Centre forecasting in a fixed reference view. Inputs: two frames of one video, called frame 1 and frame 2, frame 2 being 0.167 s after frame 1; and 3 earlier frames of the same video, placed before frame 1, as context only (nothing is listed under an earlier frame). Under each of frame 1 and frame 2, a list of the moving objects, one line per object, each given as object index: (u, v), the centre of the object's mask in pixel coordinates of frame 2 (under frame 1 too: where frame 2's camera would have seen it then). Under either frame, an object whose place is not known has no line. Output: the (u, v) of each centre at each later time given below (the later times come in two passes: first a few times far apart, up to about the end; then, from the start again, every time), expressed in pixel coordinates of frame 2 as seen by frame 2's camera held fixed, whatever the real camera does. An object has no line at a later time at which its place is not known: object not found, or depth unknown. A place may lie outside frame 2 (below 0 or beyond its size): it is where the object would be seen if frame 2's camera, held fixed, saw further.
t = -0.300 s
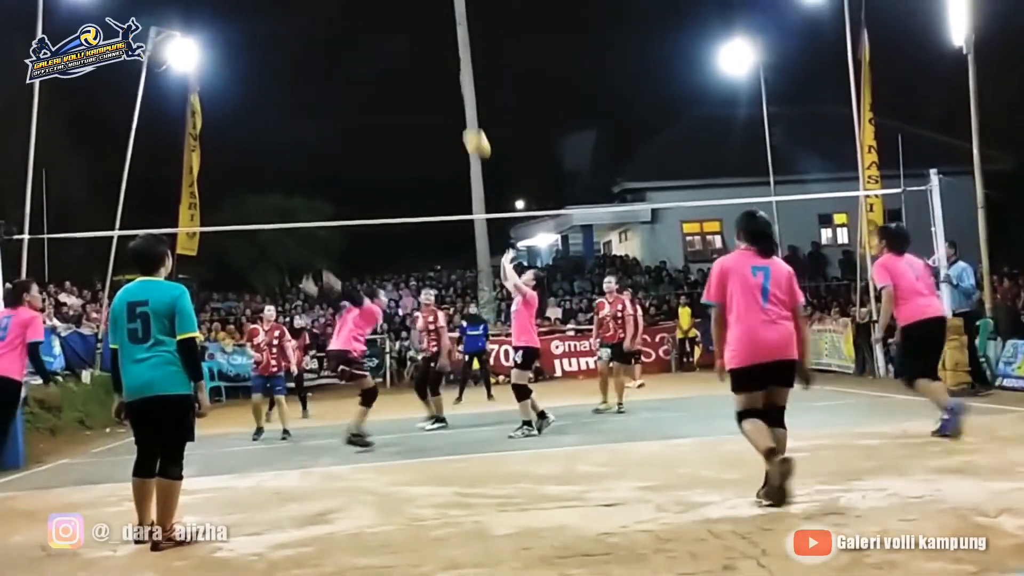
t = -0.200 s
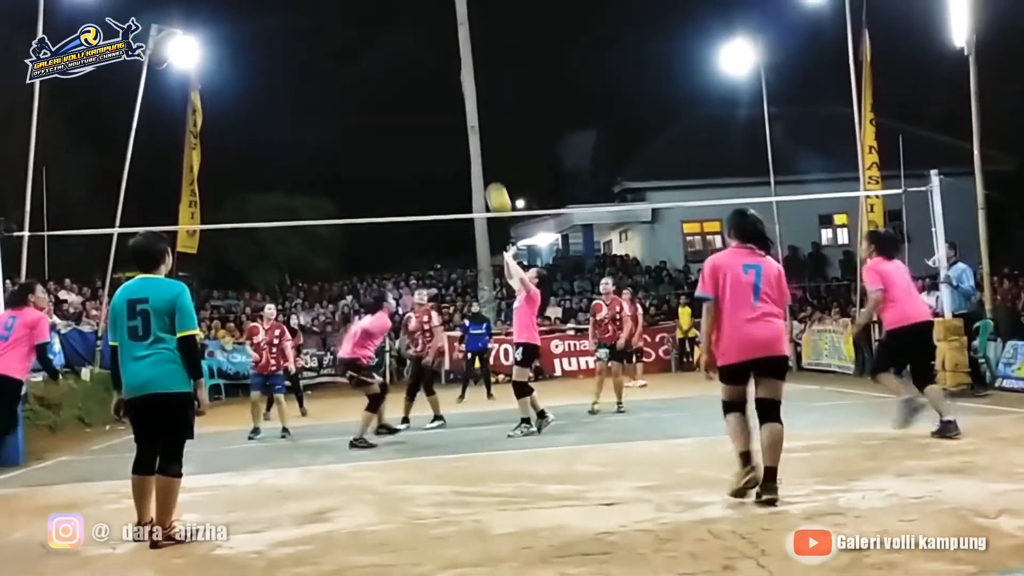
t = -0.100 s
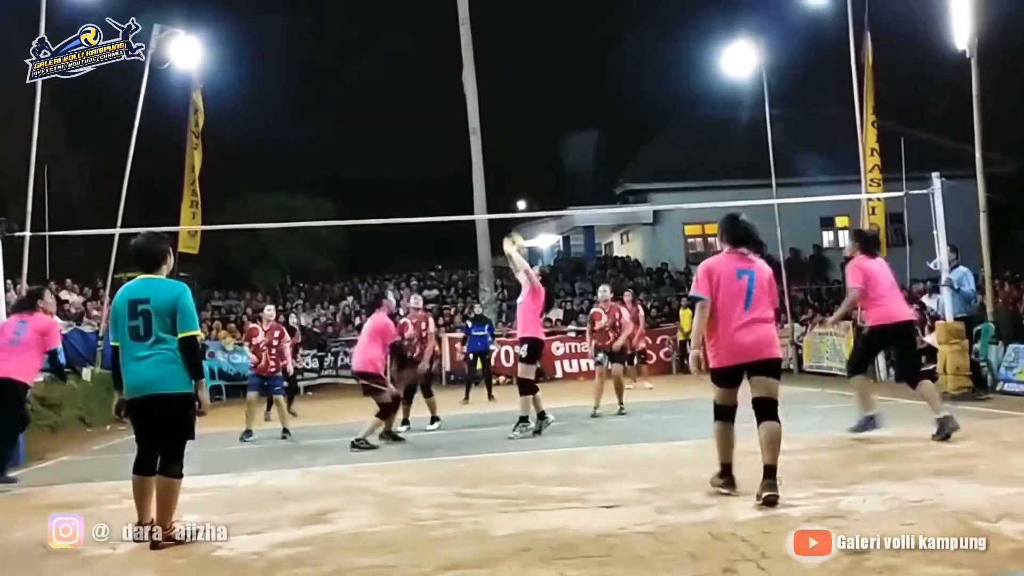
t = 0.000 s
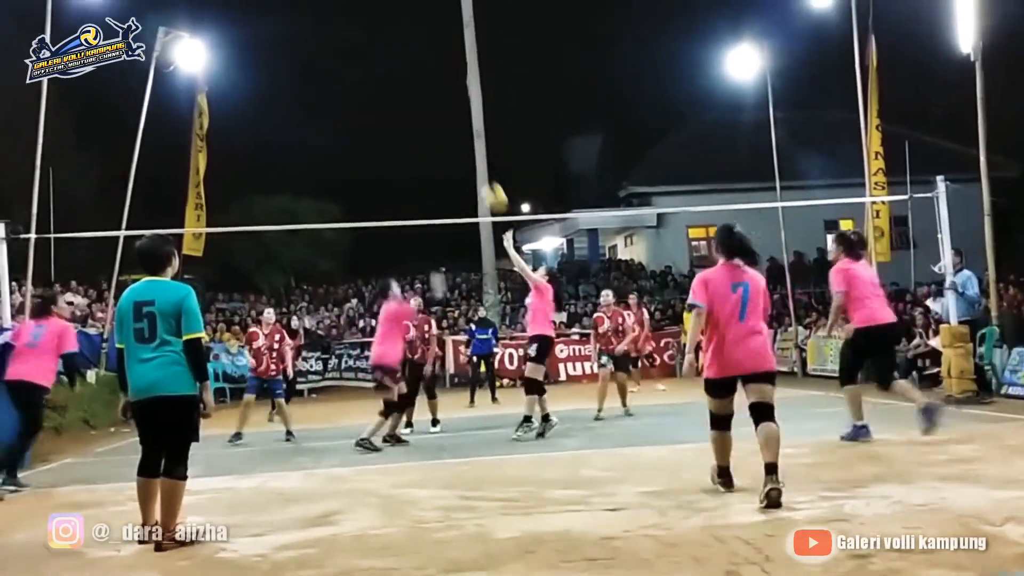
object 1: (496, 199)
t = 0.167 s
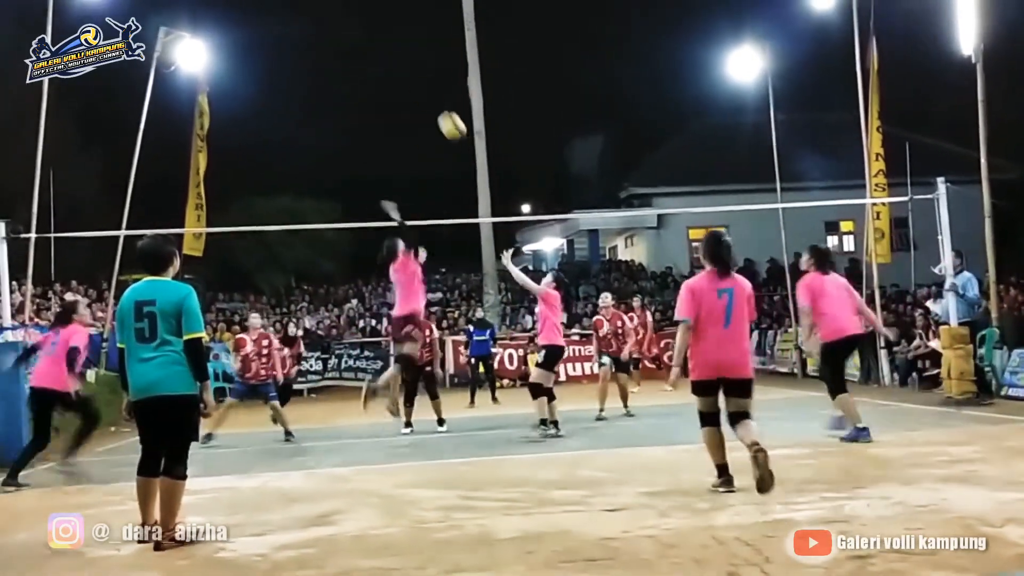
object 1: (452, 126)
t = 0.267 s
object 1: (427, 95)
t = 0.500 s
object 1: (372, 63)
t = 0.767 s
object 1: (315, 89)
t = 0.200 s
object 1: (443, 114)
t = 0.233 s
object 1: (435, 104)
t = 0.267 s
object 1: (427, 95)
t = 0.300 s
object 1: (419, 88)
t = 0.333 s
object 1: (411, 81)
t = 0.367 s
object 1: (403, 75)
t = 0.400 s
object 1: (395, 71)
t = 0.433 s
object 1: (387, 67)
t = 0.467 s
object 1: (380, 65)
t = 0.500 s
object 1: (372, 63)
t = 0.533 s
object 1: (365, 63)
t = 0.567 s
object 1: (357, 63)
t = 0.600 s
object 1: (349, 65)
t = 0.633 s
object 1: (342, 68)
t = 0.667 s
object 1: (335, 71)
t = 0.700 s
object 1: (328, 76)
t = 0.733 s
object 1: (321, 82)
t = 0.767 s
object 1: (315, 89)
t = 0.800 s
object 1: (308, 97)
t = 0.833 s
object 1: (301, 106)
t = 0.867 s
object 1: (294, 116)
